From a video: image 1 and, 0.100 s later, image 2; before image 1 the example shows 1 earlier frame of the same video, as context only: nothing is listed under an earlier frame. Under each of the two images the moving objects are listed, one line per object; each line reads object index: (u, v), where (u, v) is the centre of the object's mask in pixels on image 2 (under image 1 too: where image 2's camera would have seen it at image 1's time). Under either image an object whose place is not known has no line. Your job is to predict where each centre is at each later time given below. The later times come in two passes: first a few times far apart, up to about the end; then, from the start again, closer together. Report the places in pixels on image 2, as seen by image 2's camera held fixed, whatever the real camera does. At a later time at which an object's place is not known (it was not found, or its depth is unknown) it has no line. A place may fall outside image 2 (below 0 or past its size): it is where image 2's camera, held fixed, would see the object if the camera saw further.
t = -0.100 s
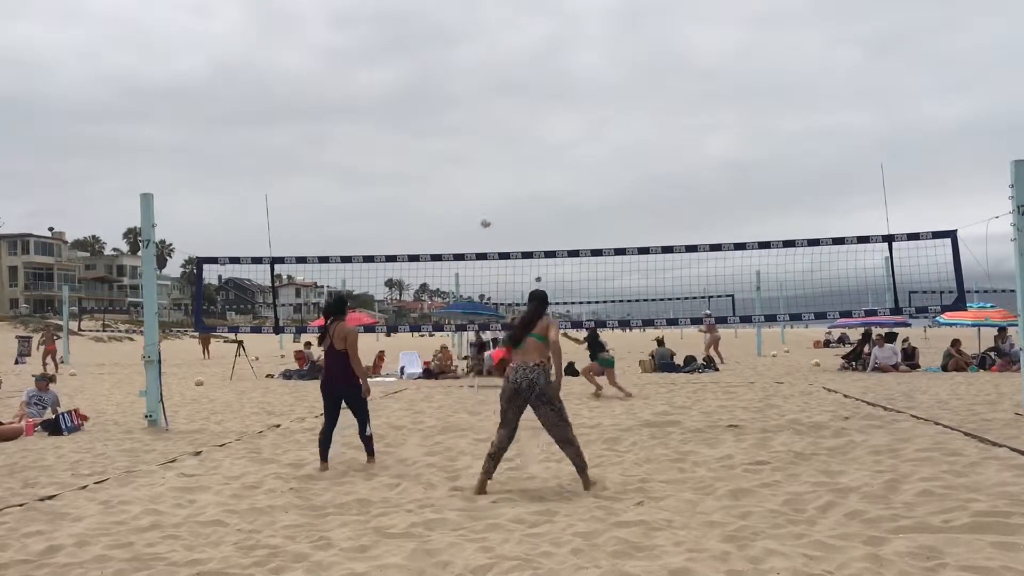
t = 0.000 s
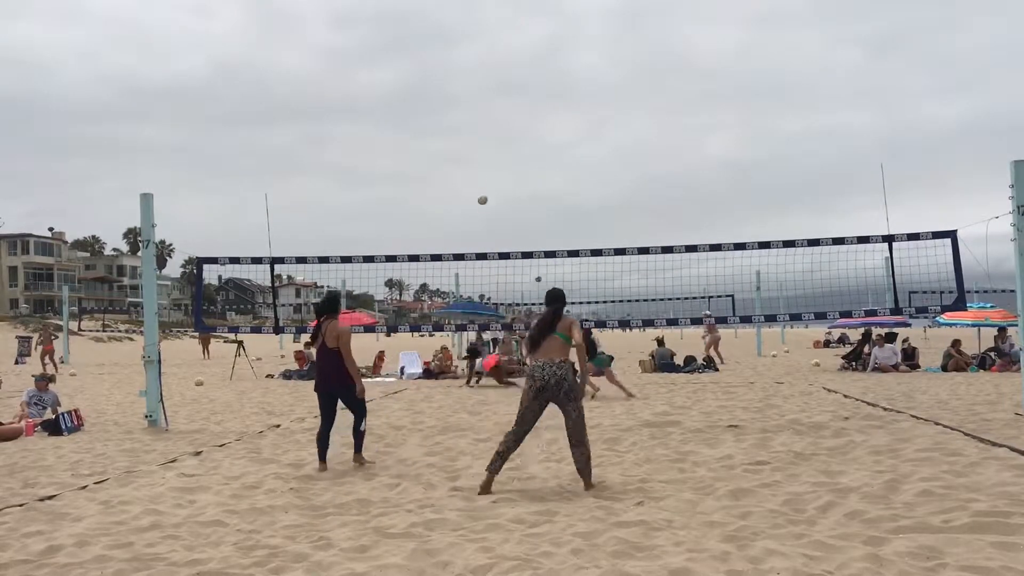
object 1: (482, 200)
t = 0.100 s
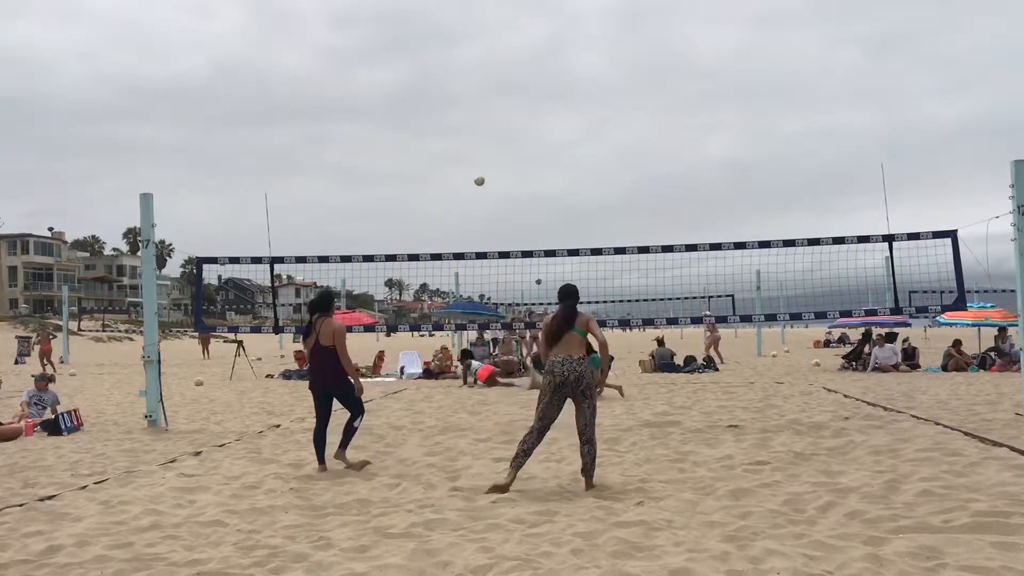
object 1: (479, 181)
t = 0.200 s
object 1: (476, 167)
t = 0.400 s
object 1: (470, 155)
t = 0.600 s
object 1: (464, 163)
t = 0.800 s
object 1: (457, 191)
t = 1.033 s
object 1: (449, 247)
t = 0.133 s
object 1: (478, 176)
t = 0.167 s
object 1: (478, 171)
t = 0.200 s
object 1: (476, 167)
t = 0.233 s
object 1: (475, 164)
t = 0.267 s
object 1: (474, 161)
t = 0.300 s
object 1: (474, 159)
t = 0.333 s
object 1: (473, 157)
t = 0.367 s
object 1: (471, 156)
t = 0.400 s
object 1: (470, 155)
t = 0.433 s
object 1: (469, 156)
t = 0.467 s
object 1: (468, 156)
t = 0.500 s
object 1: (467, 157)
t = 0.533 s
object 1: (466, 159)
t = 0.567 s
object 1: (465, 161)
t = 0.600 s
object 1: (464, 163)
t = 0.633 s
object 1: (463, 167)
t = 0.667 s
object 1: (462, 170)
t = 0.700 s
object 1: (460, 175)
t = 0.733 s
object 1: (459, 179)
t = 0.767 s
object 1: (458, 184)
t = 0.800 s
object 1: (457, 191)
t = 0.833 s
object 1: (456, 197)
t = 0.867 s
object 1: (455, 205)
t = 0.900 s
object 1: (453, 212)
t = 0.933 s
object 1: (452, 221)
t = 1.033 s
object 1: (449, 247)
